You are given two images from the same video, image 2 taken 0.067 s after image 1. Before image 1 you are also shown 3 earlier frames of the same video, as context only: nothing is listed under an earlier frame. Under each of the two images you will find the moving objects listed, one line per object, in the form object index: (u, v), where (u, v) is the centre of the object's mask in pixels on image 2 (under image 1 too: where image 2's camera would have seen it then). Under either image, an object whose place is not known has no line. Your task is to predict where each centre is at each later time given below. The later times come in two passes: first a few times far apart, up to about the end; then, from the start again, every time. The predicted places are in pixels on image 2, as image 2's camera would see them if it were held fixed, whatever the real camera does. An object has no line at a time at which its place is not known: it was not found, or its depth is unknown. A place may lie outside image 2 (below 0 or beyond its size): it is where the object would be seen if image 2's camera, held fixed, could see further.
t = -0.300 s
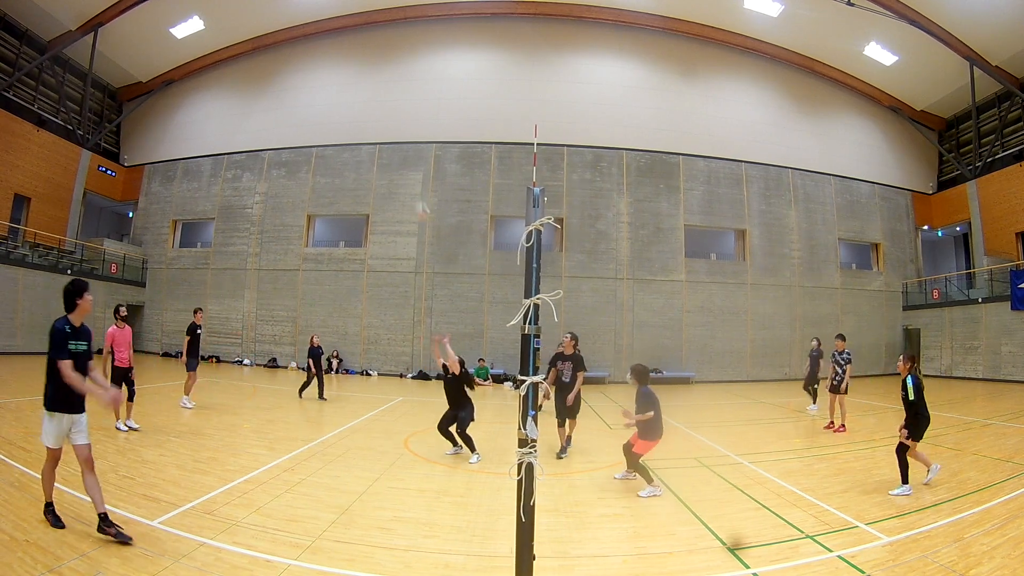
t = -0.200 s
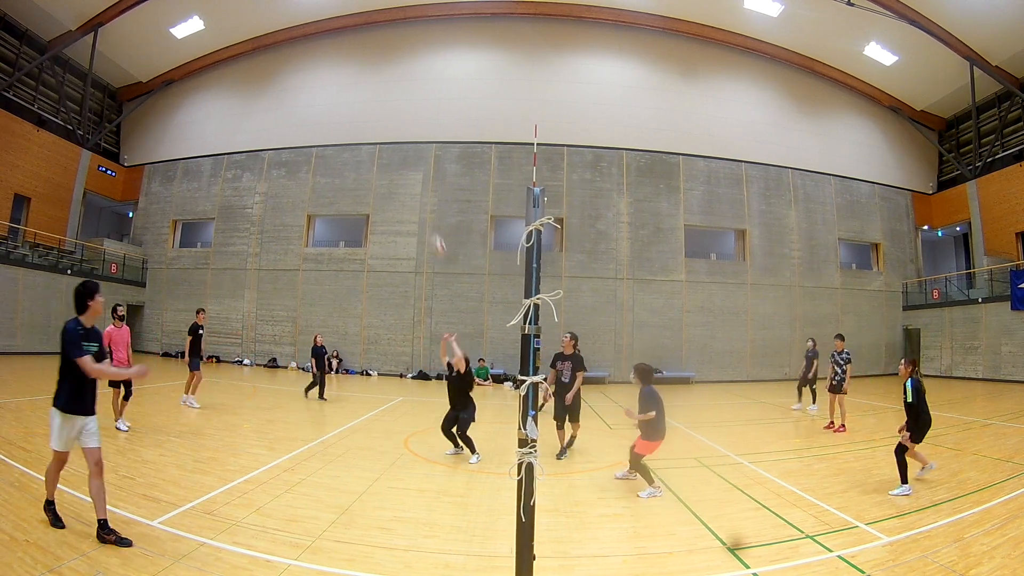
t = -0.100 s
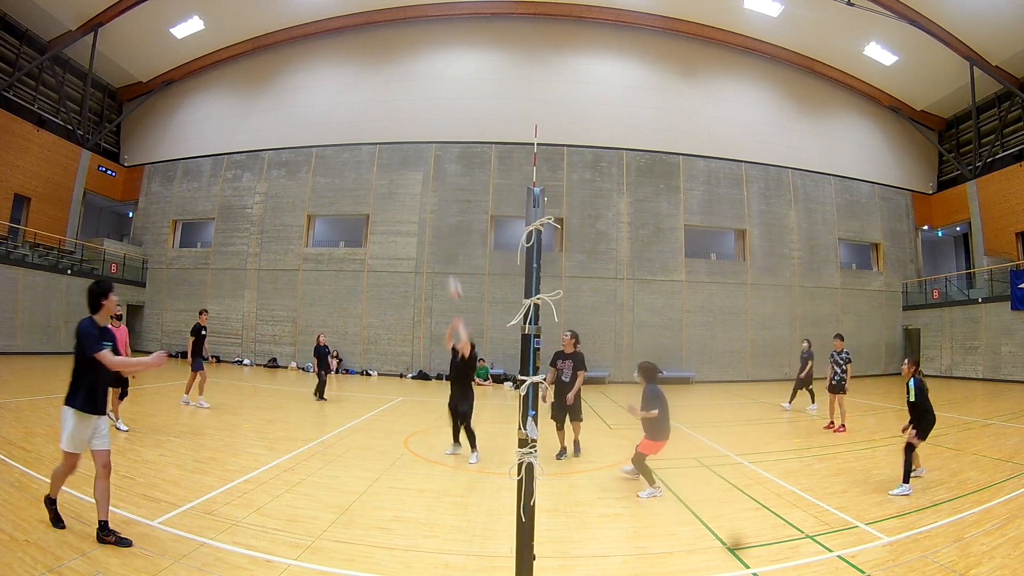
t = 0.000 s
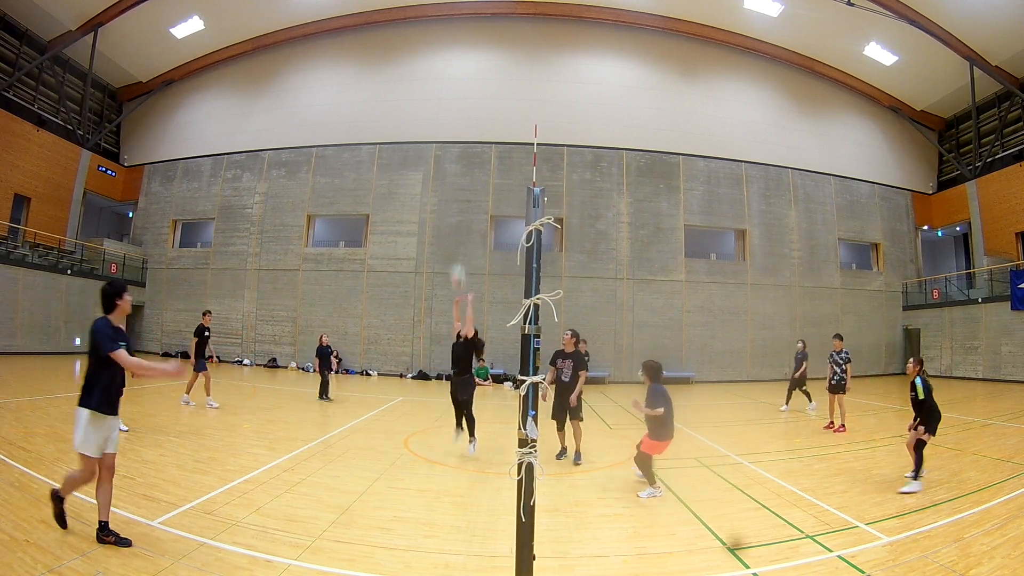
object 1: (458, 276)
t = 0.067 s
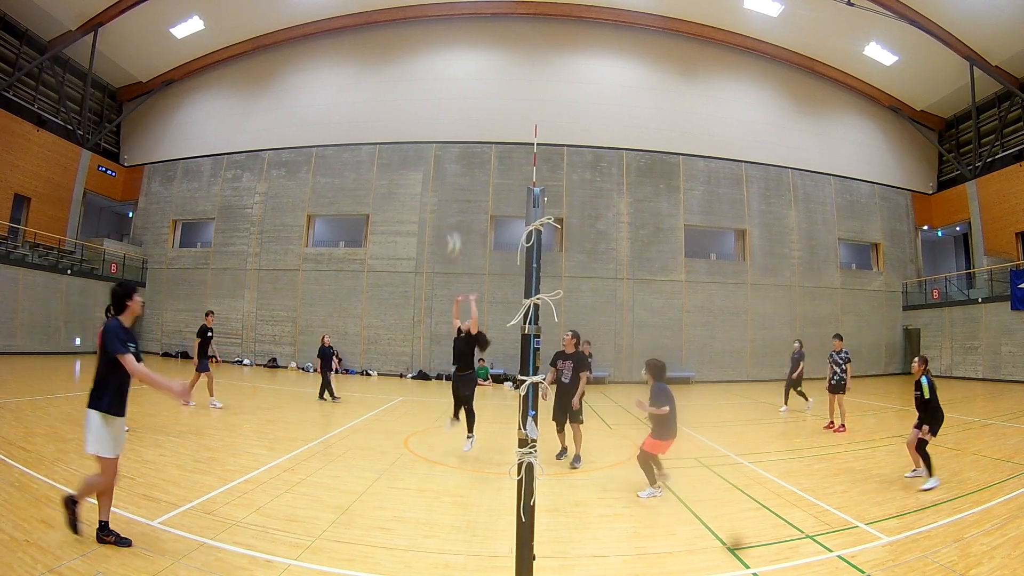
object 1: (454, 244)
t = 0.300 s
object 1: (439, 153)
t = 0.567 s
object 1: (415, 90)
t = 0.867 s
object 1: (373, 81)
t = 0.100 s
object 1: (452, 228)
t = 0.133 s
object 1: (451, 214)
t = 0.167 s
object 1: (448, 199)
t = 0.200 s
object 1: (445, 187)
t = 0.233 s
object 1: (444, 175)
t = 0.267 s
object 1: (441, 163)
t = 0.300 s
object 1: (439, 153)
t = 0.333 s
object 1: (436, 143)
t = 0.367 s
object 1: (433, 133)
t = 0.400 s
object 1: (431, 124)
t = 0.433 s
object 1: (427, 116)
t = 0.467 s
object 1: (425, 108)
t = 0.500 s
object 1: (423, 102)
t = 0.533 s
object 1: (419, 96)
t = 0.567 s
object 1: (415, 90)
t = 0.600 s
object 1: (412, 86)
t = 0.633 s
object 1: (408, 83)
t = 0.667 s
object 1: (404, 80)
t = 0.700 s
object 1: (400, 78)
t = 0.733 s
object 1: (395, 76)
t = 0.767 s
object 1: (391, 76)
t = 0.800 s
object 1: (385, 76)
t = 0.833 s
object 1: (379, 79)
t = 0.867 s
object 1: (373, 81)
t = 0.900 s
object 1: (366, 85)
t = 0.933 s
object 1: (359, 91)
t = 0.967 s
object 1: (353, 98)
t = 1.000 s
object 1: (344, 107)
